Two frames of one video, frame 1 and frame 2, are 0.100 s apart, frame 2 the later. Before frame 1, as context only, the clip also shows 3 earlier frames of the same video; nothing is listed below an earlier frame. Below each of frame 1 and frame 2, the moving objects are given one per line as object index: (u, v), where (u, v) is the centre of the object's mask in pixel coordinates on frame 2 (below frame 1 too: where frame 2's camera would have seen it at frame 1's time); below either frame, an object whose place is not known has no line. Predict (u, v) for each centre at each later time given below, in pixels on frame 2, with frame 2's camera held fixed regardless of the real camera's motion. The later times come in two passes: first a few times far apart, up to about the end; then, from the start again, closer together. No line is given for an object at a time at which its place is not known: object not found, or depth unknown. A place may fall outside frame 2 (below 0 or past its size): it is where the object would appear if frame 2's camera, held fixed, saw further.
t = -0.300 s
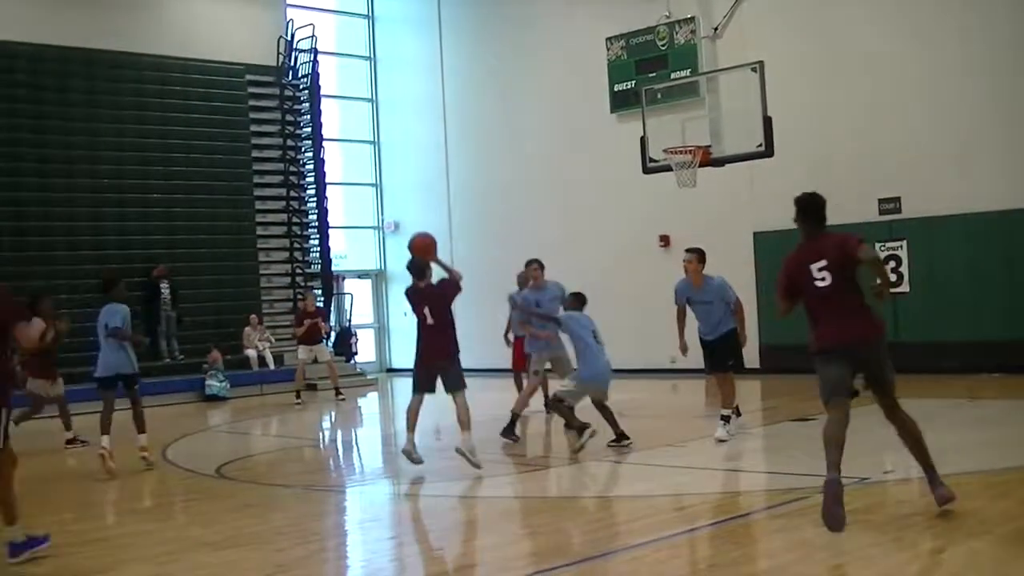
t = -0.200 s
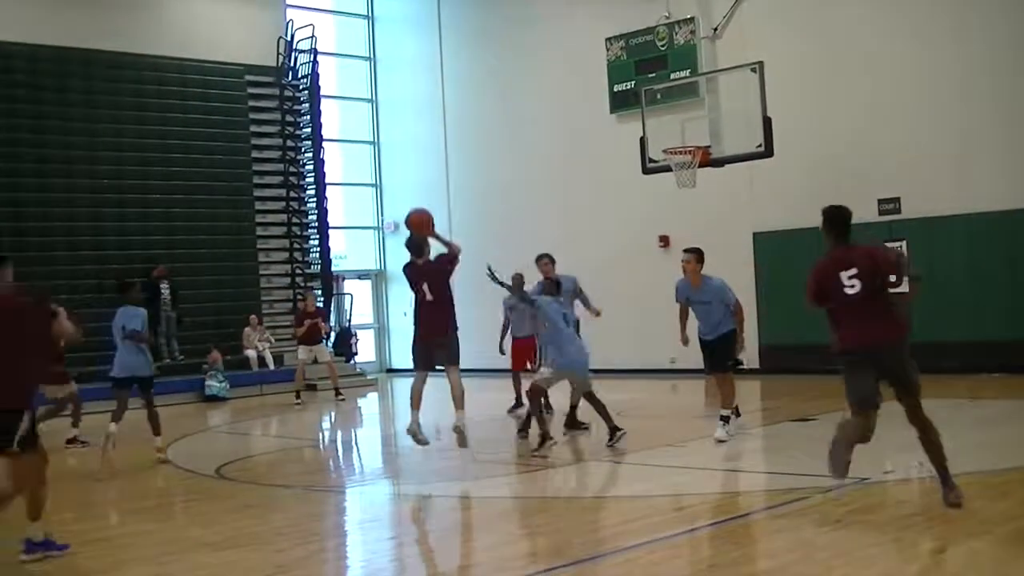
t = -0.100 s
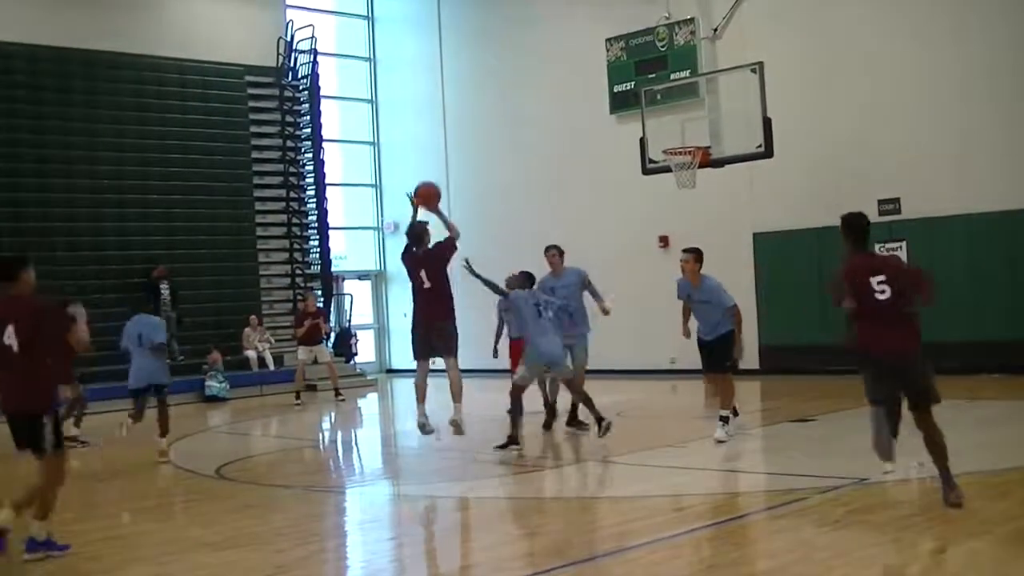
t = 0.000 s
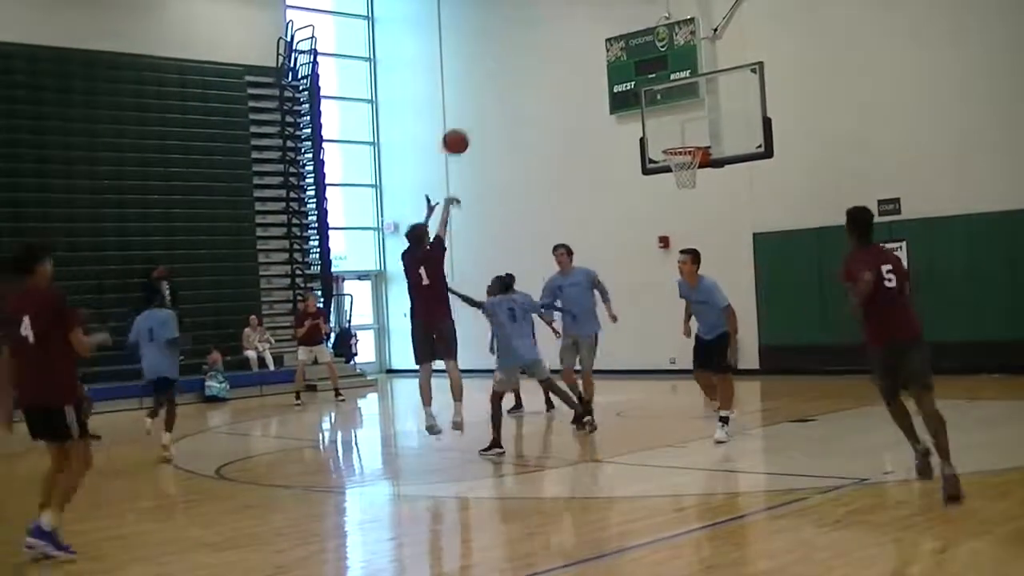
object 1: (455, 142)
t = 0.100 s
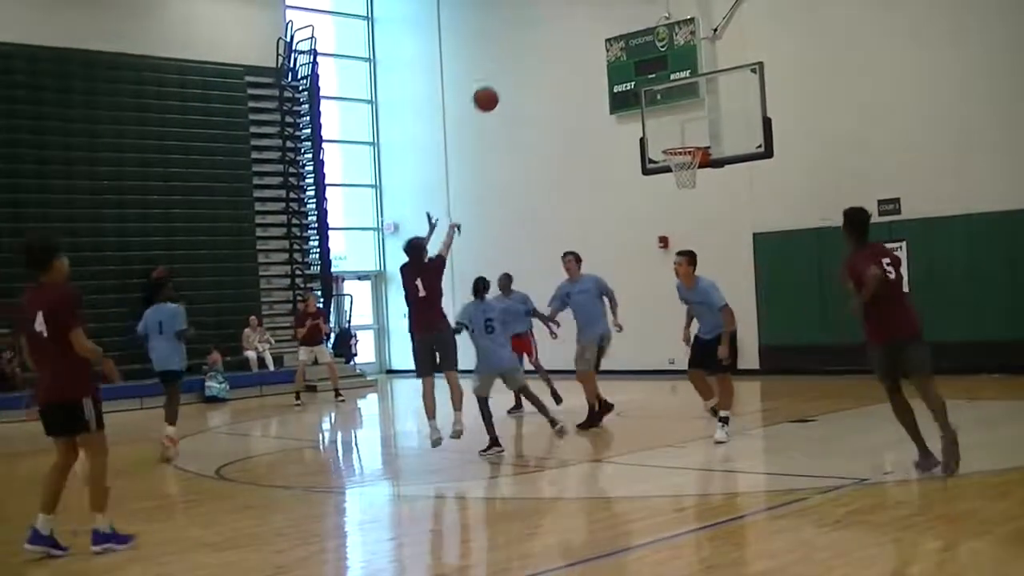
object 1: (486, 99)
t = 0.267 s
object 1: (532, 57)
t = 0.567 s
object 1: (605, 56)
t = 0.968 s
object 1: (687, 162)
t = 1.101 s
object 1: (689, 181)
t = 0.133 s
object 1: (495, 88)
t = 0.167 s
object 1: (504, 78)
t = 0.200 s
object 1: (514, 70)
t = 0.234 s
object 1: (523, 63)
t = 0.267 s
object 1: (532, 57)
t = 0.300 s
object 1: (541, 52)
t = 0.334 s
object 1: (550, 49)
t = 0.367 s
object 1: (558, 46)
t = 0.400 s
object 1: (567, 45)
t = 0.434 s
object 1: (575, 46)
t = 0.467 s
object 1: (583, 46)
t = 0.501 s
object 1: (591, 48)
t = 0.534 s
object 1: (599, 52)
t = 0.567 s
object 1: (605, 56)
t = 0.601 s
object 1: (615, 61)
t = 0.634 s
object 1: (620, 60)
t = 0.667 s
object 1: (631, 70)
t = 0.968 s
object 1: (687, 162)
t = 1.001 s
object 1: (692, 173)
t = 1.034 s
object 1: (691, 175)
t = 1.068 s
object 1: (690, 179)
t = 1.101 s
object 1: (689, 181)
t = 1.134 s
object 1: (688, 186)
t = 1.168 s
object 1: (686, 191)
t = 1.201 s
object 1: (685, 197)
